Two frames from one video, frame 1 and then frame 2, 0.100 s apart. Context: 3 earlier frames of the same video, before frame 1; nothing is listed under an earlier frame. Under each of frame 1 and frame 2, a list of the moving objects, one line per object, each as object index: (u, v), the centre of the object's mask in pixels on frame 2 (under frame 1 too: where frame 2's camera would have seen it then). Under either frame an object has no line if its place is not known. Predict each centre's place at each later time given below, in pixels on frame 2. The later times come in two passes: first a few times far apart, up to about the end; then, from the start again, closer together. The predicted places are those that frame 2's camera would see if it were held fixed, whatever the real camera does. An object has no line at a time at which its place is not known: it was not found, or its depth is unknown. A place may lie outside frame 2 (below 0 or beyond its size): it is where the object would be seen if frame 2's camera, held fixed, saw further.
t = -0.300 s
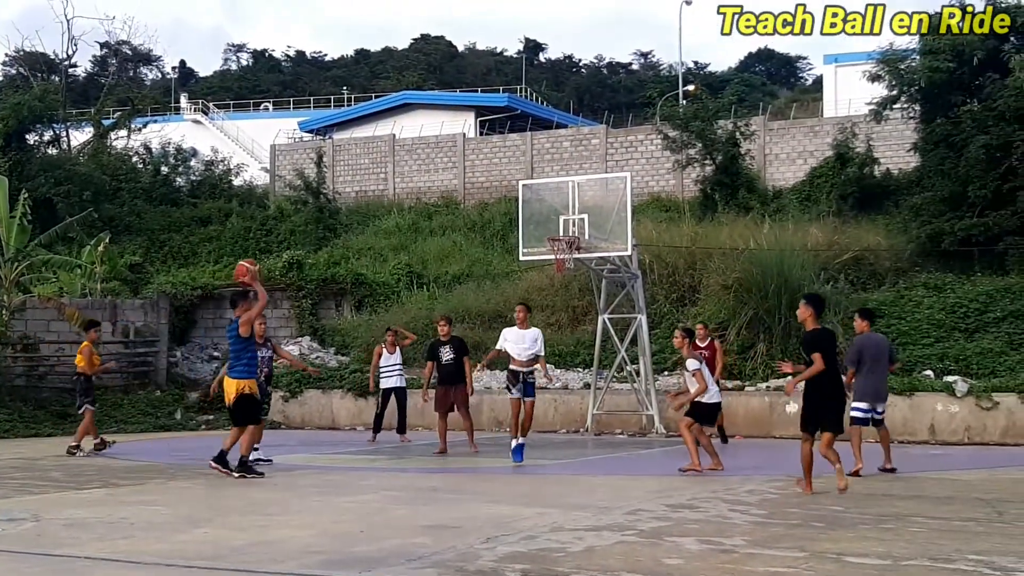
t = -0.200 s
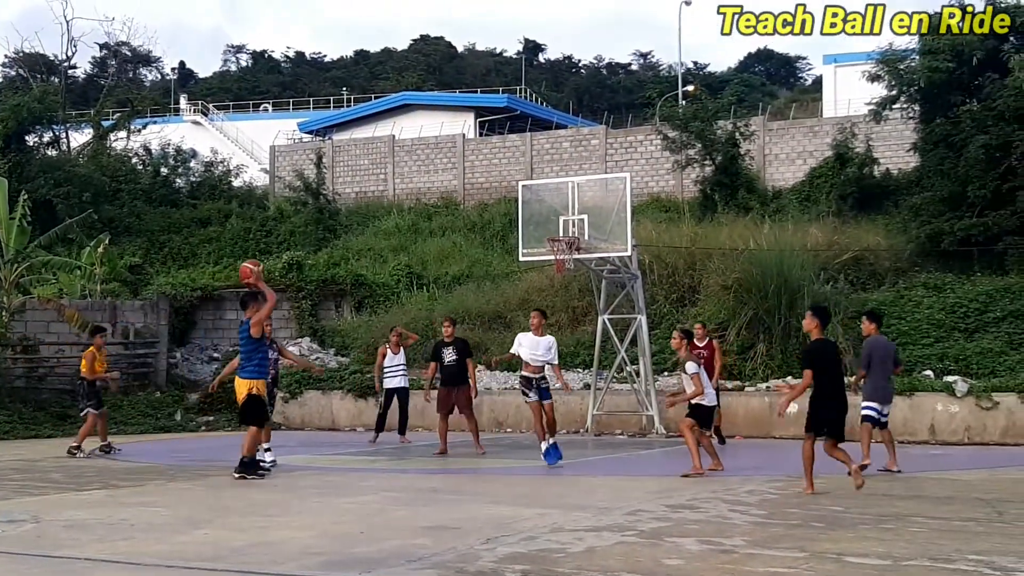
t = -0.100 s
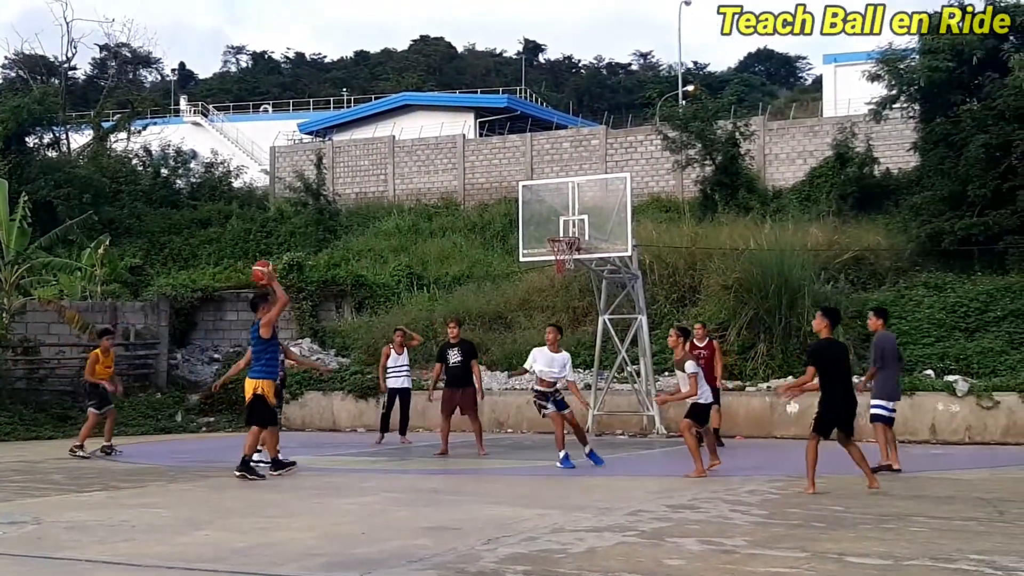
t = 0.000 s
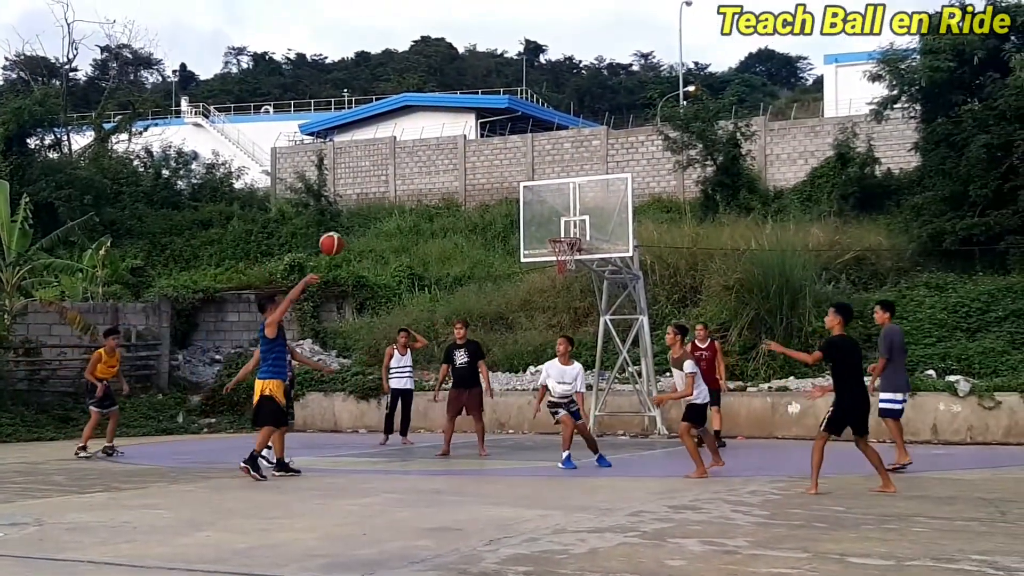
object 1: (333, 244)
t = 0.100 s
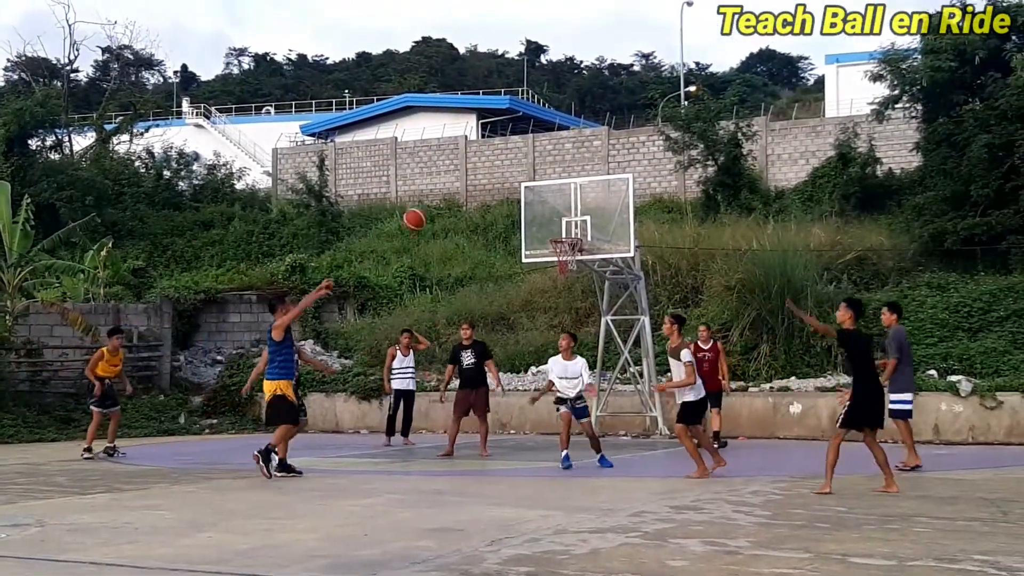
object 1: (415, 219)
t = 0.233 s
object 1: (516, 203)
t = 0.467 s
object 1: (678, 213)
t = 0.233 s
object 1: (516, 203)
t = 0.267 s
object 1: (542, 202)
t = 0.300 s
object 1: (565, 201)
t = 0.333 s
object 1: (589, 202)
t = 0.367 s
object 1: (611, 203)
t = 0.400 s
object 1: (634, 206)
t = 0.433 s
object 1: (656, 210)
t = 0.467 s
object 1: (678, 213)
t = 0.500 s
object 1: (700, 219)
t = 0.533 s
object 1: (722, 225)
